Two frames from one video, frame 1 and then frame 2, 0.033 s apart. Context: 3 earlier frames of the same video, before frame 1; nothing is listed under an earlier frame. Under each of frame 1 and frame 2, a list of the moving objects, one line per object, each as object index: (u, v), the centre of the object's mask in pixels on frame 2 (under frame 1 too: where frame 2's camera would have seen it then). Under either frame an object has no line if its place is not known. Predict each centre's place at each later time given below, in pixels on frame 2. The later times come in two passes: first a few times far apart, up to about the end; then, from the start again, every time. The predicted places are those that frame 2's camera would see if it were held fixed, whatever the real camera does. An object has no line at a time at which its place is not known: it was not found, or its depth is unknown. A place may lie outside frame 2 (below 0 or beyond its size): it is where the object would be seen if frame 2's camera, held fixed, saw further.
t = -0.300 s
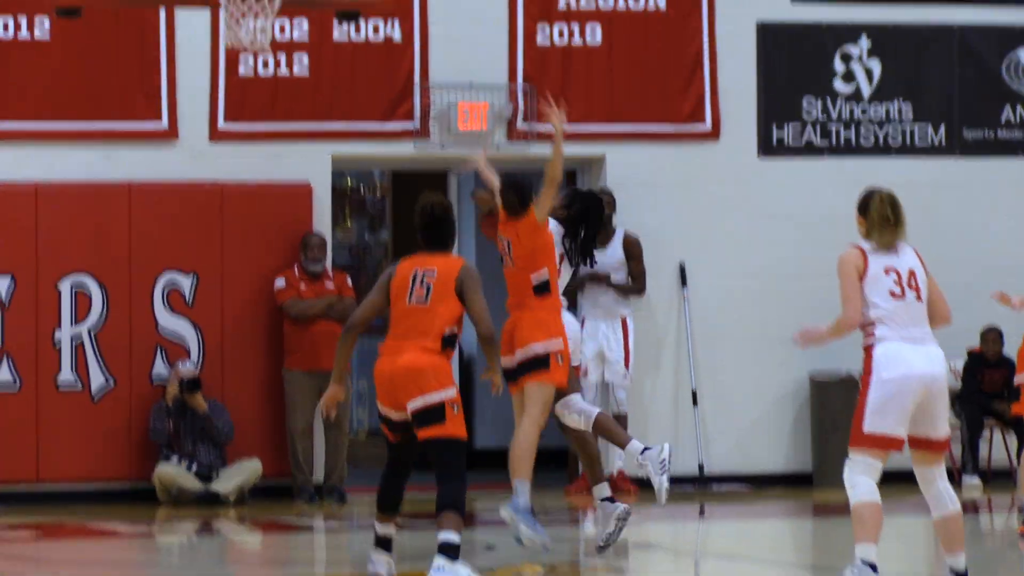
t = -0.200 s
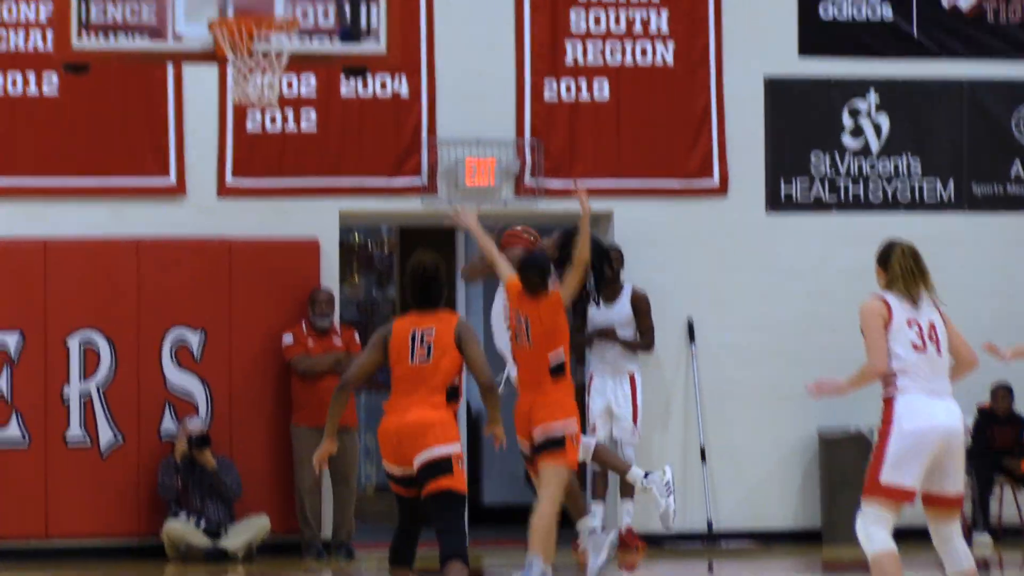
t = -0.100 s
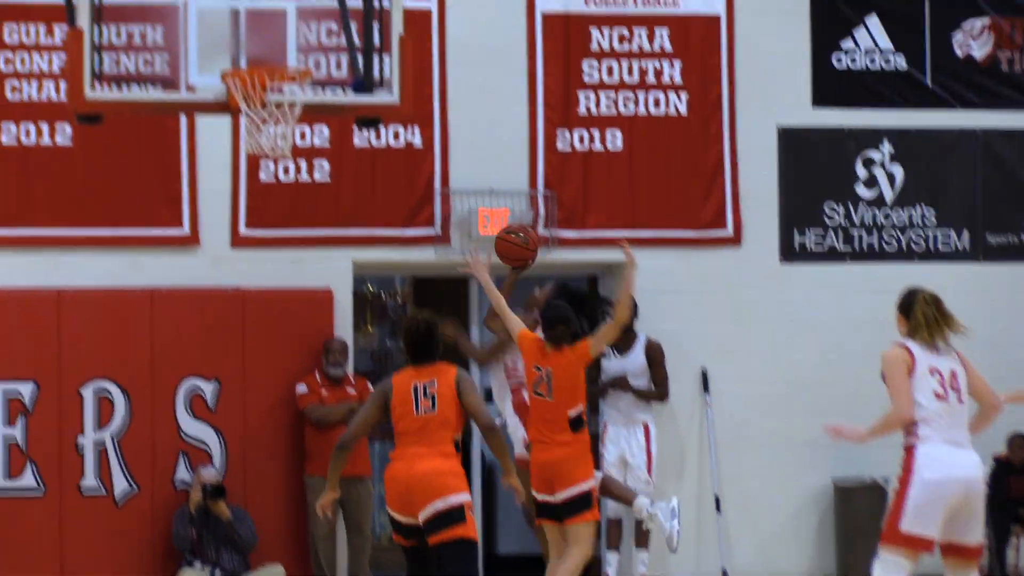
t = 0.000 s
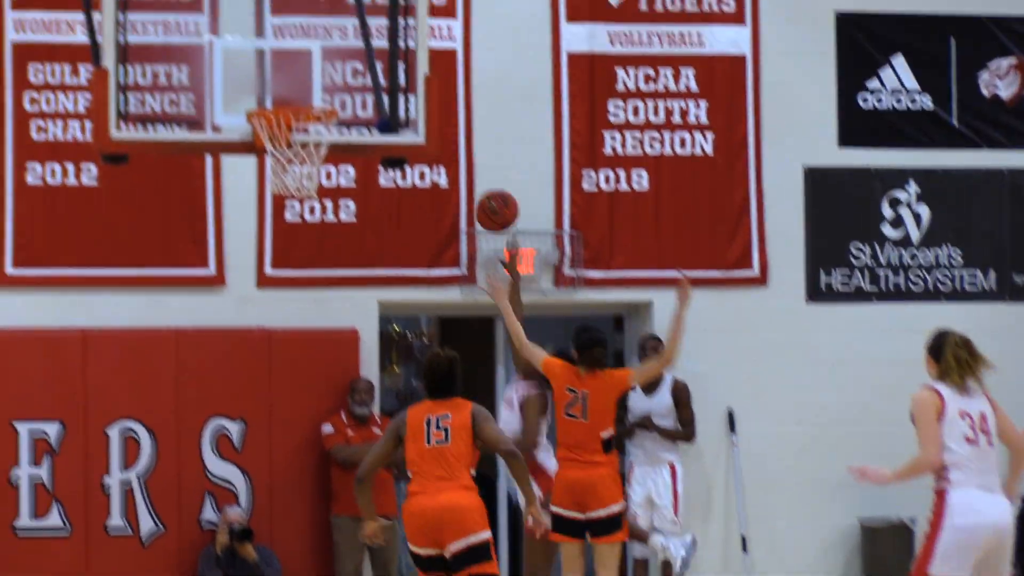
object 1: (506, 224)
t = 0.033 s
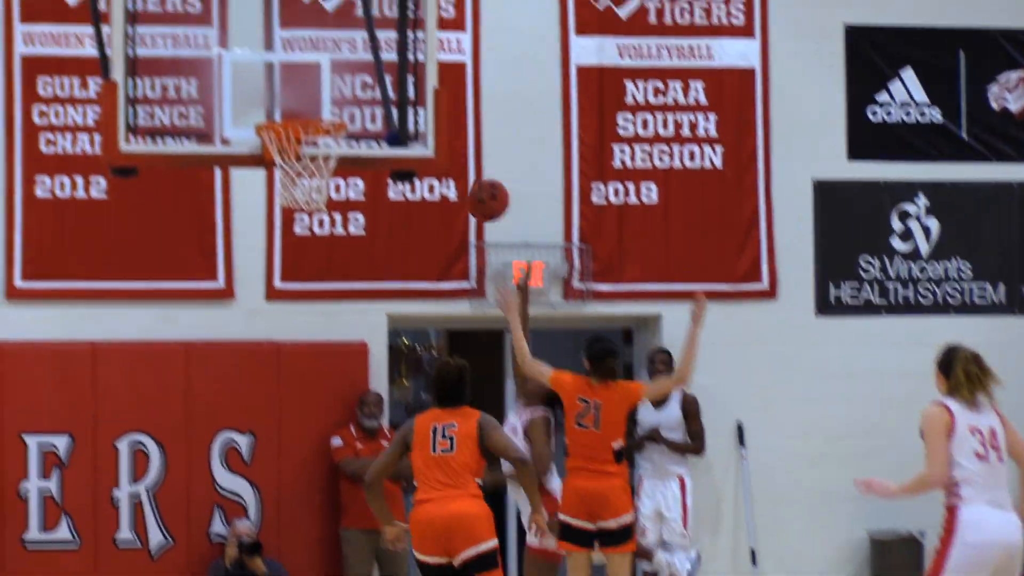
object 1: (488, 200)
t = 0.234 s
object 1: (379, 101)
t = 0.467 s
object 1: (330, 106)
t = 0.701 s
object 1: (295, 175)
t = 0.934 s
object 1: (290, 254)
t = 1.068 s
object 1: (287, 339)
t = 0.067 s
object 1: (469, 179)
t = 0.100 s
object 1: (451, 158)
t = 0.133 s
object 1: (432, 140)
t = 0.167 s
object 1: (414, 125)
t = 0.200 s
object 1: (397, 112)
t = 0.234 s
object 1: (379, 101)
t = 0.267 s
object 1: (370, 96)
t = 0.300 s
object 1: (363, 93)
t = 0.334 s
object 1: (357, 93)
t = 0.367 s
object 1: (350, 94)
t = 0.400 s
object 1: (343, 98)
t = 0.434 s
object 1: (337, 103)
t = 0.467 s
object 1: (330, 106)
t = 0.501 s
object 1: (323, 110)
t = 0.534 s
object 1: (318, 113)
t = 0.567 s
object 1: (310, 143)
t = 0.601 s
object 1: (305, 148)
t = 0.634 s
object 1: (299, 157)
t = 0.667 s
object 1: (295, 167)
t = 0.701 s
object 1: (295, 175)
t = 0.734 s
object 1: (297, 185)
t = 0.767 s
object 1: (294, 191)
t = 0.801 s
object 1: (292, 200)
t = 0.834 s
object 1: (290, 214)
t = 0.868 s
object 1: (291, 223)
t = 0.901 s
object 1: (290, 237)
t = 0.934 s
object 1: (290, 254)
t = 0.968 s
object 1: (289, 273)
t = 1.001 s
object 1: (289, 294)
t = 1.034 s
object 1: (288, 316)
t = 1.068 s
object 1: (287, 339)
